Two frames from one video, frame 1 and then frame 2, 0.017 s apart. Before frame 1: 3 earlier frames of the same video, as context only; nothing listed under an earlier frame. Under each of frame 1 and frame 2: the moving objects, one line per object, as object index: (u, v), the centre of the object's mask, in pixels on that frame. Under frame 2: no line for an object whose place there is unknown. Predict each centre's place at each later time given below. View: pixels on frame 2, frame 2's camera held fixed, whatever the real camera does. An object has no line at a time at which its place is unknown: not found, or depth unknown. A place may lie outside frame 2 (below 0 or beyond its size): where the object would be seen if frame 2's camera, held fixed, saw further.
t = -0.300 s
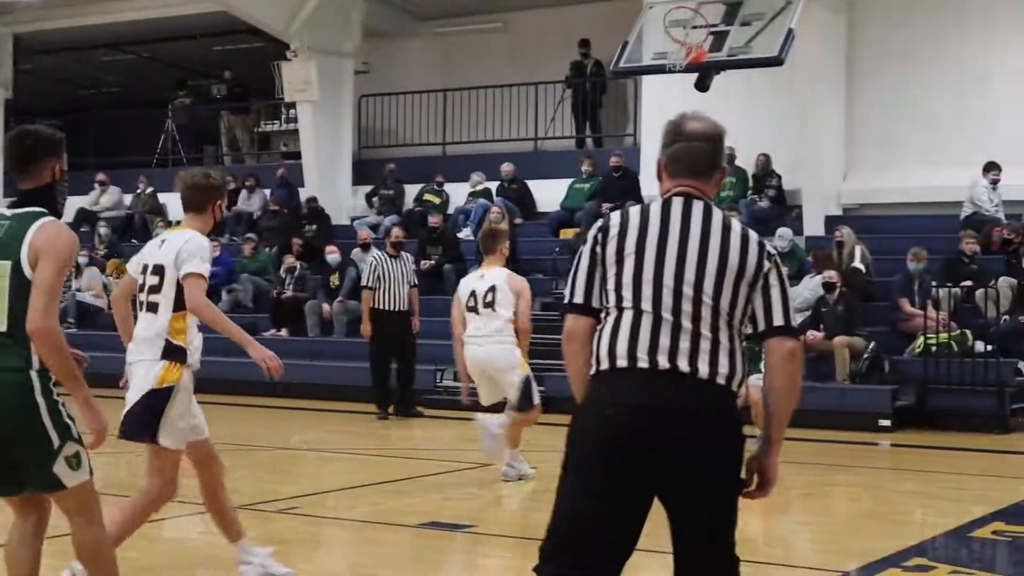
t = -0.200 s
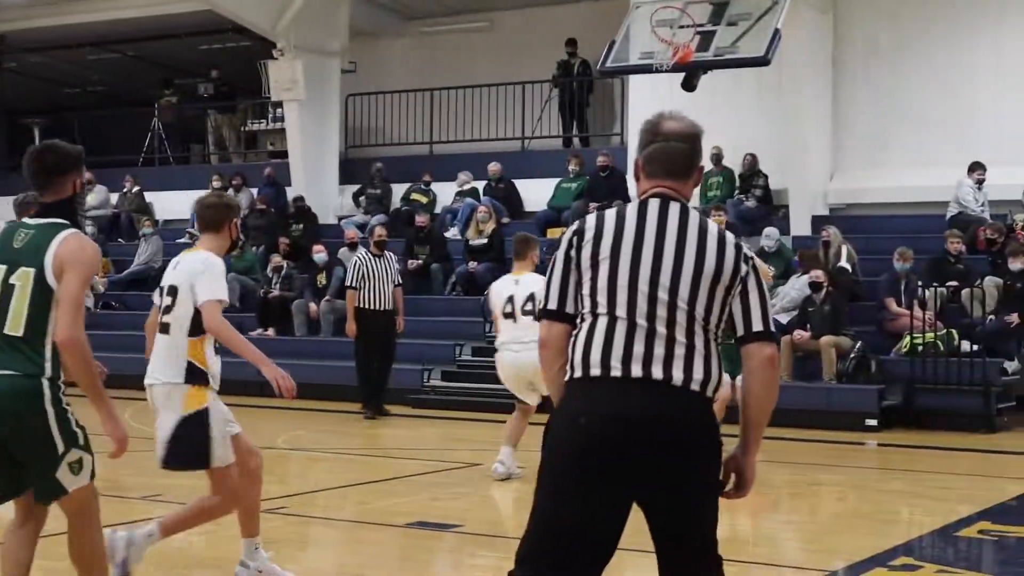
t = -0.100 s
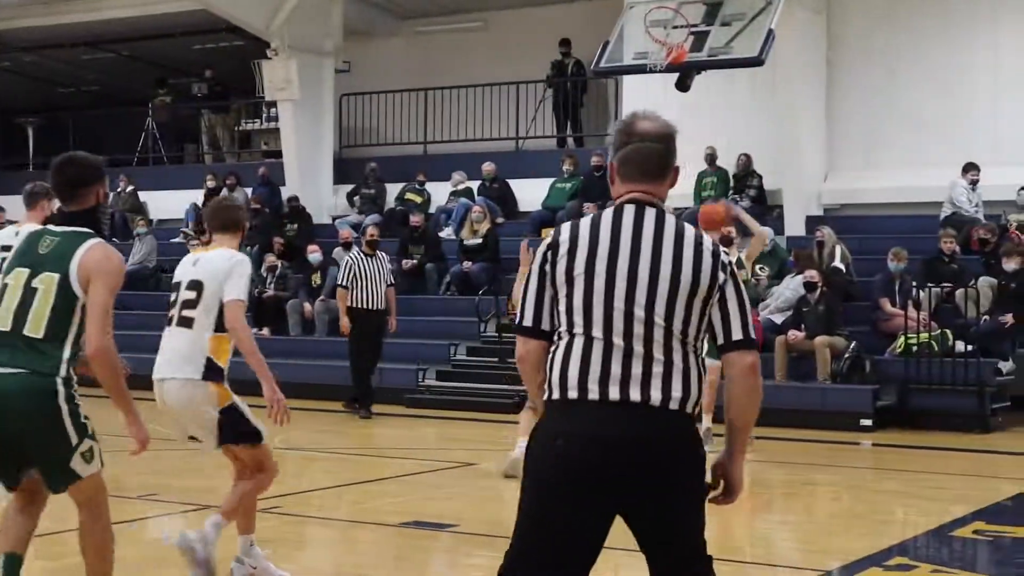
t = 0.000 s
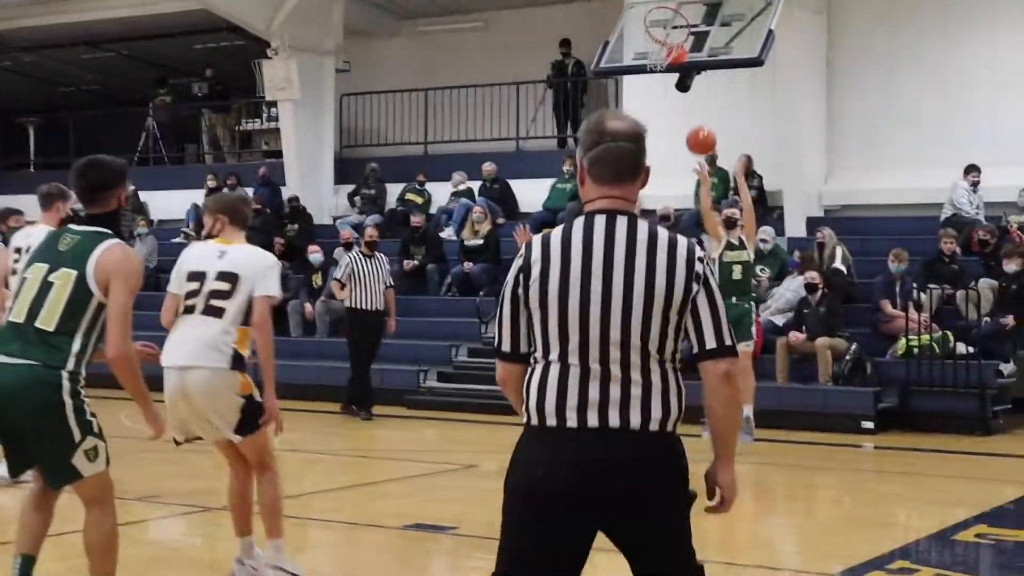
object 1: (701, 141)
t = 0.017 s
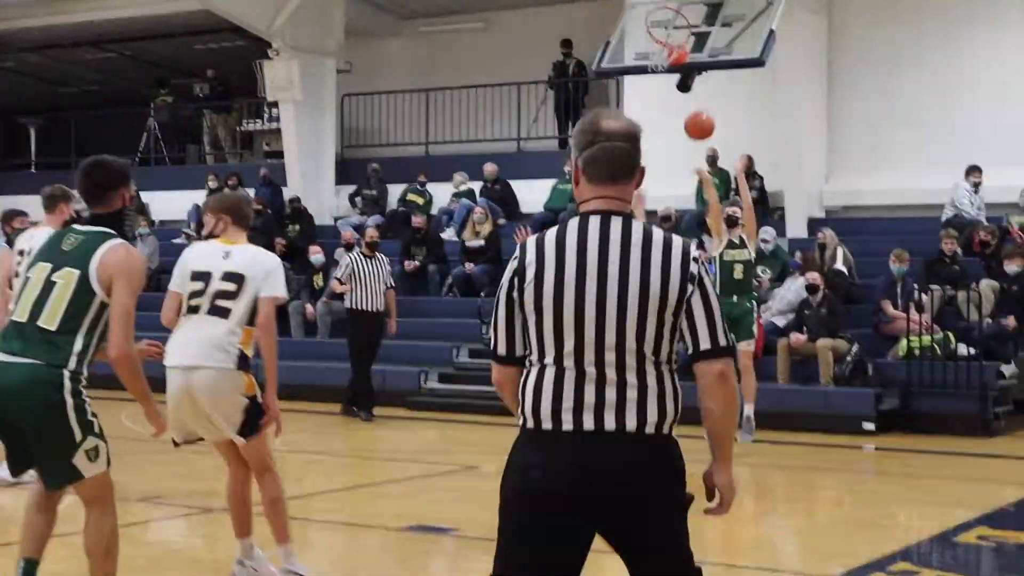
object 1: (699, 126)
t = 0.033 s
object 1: (697, 109)
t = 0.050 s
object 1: (694, 94)
